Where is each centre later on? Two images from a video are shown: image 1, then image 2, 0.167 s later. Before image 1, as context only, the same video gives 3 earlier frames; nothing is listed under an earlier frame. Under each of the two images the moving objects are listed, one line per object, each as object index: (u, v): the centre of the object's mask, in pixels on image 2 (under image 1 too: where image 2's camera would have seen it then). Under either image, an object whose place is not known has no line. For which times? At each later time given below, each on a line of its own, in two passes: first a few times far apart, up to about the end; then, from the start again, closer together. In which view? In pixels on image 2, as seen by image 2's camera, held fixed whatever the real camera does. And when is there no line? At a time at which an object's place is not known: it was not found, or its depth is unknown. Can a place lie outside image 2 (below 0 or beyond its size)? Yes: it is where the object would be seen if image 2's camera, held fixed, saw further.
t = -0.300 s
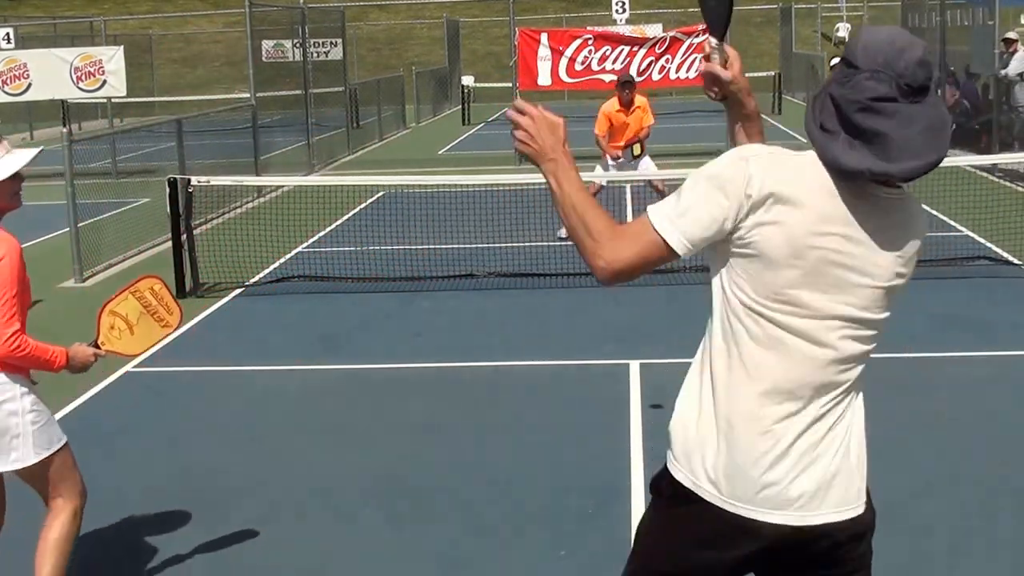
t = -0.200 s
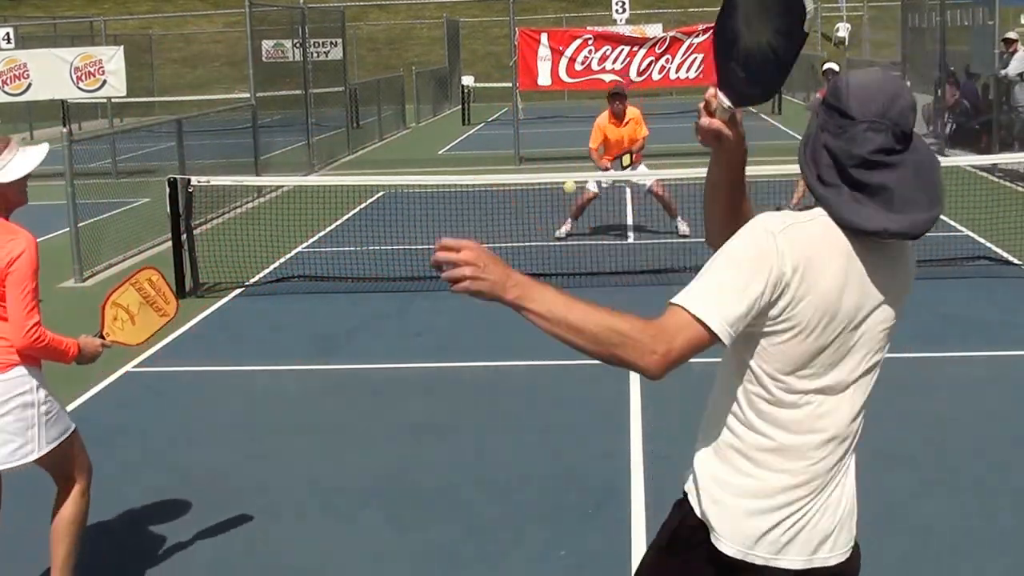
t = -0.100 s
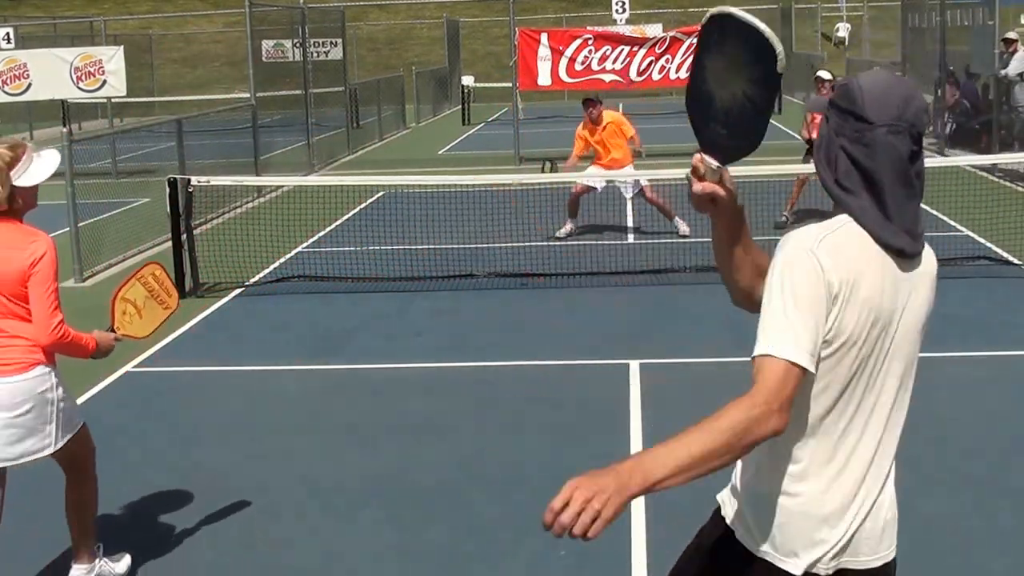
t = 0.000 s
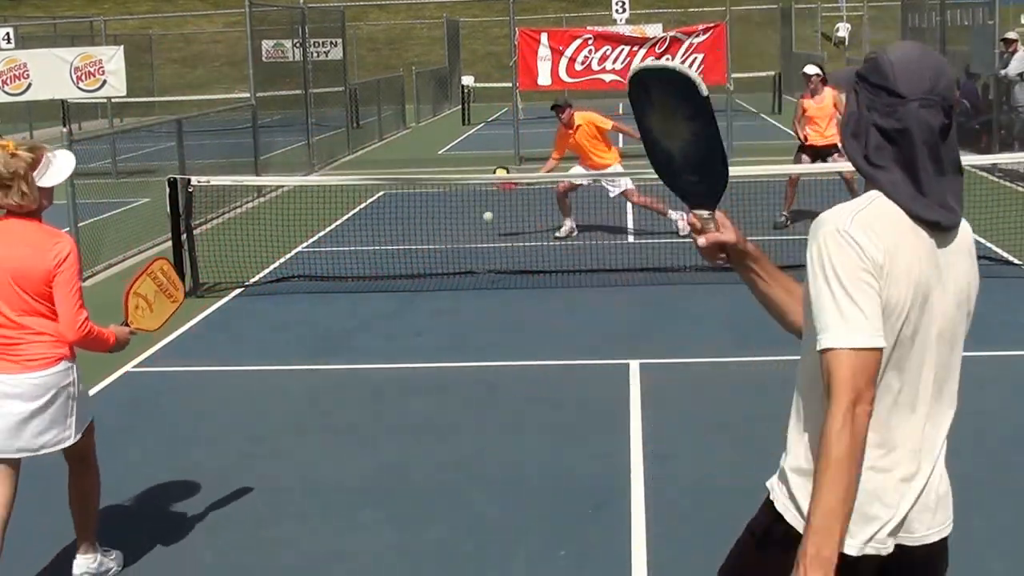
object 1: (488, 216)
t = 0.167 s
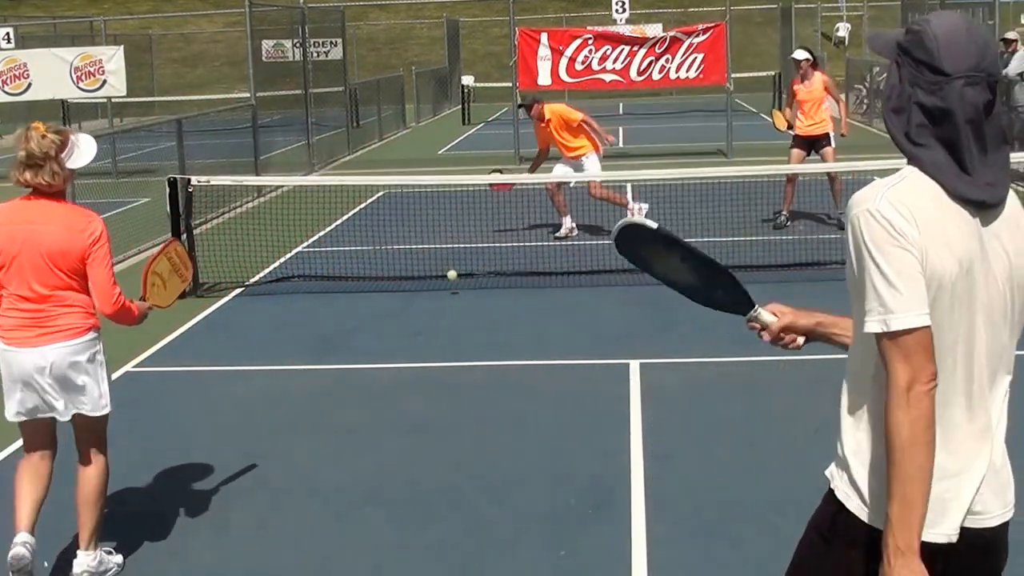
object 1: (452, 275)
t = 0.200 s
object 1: (446, 265)
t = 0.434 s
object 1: (407, 234)
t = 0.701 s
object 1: (366, 292)
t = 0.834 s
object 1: (346, 308)
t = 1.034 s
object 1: (315, 298)
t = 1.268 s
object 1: (283, 344)
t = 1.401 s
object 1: (259, 336)
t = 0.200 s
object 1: (446, 265)
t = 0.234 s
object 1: (441, 256)
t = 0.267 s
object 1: (435, 248)
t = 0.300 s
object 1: (429, 243)
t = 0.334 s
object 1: (424, 238)
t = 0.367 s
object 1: (418, 235)
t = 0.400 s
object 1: (413, 234)
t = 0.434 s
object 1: (407, 234)
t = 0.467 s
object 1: (402, 236)
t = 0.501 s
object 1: (396, 238)
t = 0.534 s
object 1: (391, 243)
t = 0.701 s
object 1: (366, 292)
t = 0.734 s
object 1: (362, 307)
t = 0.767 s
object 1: (357, 323)
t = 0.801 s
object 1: (352, 315)
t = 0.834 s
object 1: (346, 308)
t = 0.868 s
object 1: (341, 301)
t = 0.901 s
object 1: (335, 298)
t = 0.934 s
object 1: (330, 295)
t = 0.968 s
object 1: (325, 294)
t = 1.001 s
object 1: (320, 295)
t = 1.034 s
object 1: (315, 298)
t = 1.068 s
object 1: (311, 302)
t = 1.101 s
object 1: (306, 308)
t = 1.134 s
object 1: (301, 317)
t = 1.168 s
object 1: (297, 326)
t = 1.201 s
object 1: (293, 338)
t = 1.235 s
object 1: (288, 350)
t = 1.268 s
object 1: (283, 344)
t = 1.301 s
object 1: (276, 339)
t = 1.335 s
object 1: (271, 336)
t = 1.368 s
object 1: (265, 335)
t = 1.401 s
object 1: (259, 336)
